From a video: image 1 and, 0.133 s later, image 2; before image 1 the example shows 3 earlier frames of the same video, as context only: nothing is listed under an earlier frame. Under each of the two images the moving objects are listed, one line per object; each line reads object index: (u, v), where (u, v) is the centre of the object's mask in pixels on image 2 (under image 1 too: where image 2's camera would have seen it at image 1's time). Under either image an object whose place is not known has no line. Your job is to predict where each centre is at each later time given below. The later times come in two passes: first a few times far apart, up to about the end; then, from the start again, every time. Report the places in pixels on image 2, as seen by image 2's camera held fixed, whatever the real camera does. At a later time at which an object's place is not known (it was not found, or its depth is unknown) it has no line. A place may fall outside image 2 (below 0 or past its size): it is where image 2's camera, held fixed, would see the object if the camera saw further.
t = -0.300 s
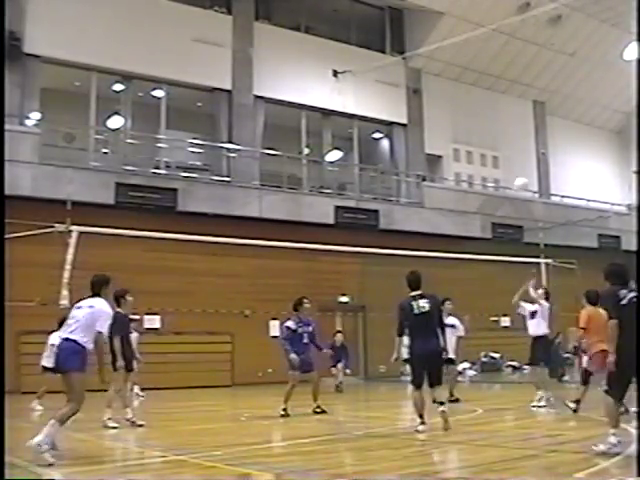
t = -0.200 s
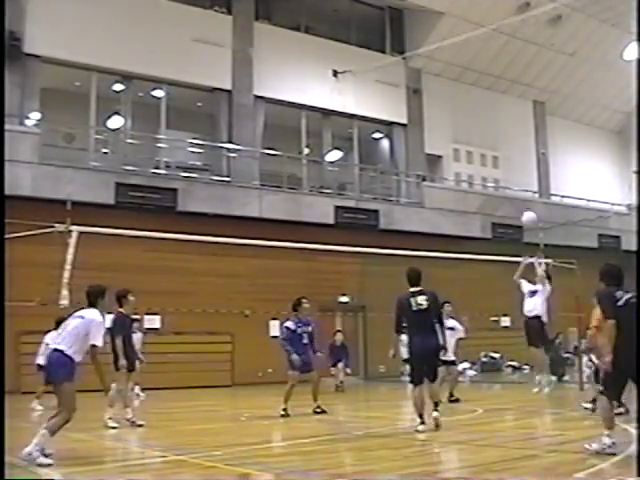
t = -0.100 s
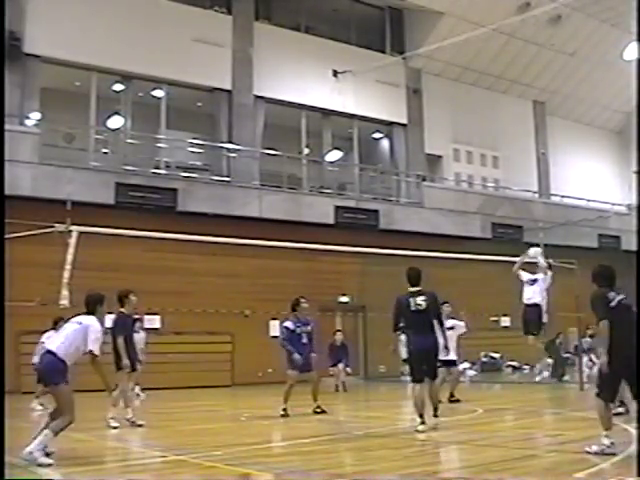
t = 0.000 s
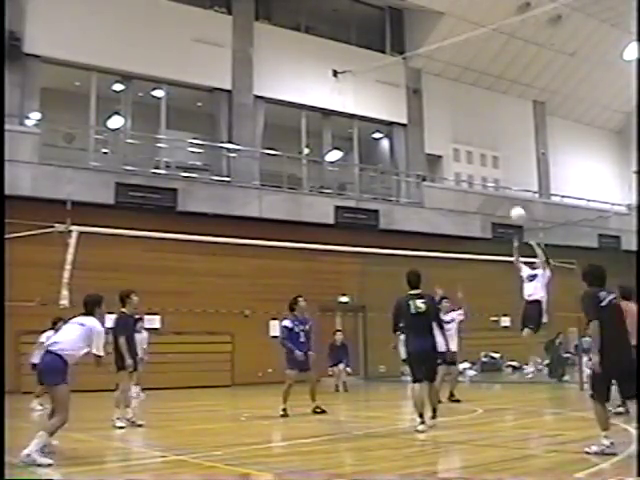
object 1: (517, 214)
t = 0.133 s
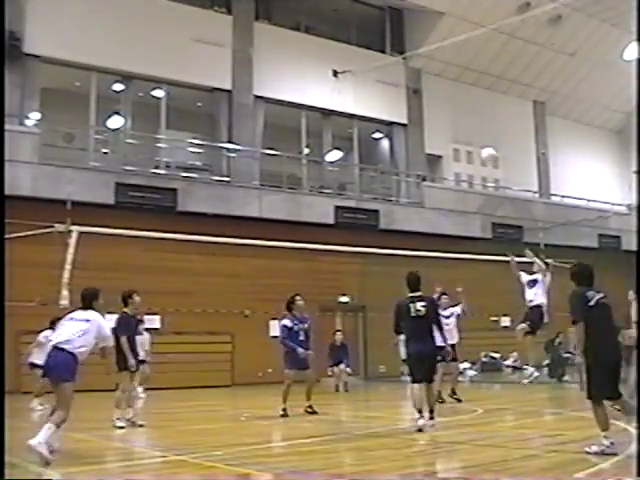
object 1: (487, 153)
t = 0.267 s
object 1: (459, 106)
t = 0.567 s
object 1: (393, 47)
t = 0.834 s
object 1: (333, 40)
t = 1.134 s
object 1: (264, 100)
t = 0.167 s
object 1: (480, 140)
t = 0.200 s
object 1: (473, 127)
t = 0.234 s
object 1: (466, 116)
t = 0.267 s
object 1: (459, 106)
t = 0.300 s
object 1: (452, 96)
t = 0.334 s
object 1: (443, 86)
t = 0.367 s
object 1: (436, 78)
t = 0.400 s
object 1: (429, 71)
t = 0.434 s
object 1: (421, 64)
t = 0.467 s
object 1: (414, 58)
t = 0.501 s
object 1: (407, 52)
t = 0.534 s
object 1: (400, 49)
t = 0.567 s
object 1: (393, 47)
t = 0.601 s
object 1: (386, 43)
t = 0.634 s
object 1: (378, 41)
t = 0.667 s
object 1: (371, 39)
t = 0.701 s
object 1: (363, 38)
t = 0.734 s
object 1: (356, 38)
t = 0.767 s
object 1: (349, 38)
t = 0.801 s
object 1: (342, 39)
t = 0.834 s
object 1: (333, 40)
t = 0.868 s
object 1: (325, 42)
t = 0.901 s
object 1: (317, 47)
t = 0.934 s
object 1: (310, 52)
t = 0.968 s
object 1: (302, 59)
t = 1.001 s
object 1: (295, 65)
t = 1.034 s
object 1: (286, 73)
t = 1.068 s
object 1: (279, 81)
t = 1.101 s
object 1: (272, 91)
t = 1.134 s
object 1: (264, 100)
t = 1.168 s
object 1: (256, 109)
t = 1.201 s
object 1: (248, 121)
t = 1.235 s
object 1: (240, 137)
